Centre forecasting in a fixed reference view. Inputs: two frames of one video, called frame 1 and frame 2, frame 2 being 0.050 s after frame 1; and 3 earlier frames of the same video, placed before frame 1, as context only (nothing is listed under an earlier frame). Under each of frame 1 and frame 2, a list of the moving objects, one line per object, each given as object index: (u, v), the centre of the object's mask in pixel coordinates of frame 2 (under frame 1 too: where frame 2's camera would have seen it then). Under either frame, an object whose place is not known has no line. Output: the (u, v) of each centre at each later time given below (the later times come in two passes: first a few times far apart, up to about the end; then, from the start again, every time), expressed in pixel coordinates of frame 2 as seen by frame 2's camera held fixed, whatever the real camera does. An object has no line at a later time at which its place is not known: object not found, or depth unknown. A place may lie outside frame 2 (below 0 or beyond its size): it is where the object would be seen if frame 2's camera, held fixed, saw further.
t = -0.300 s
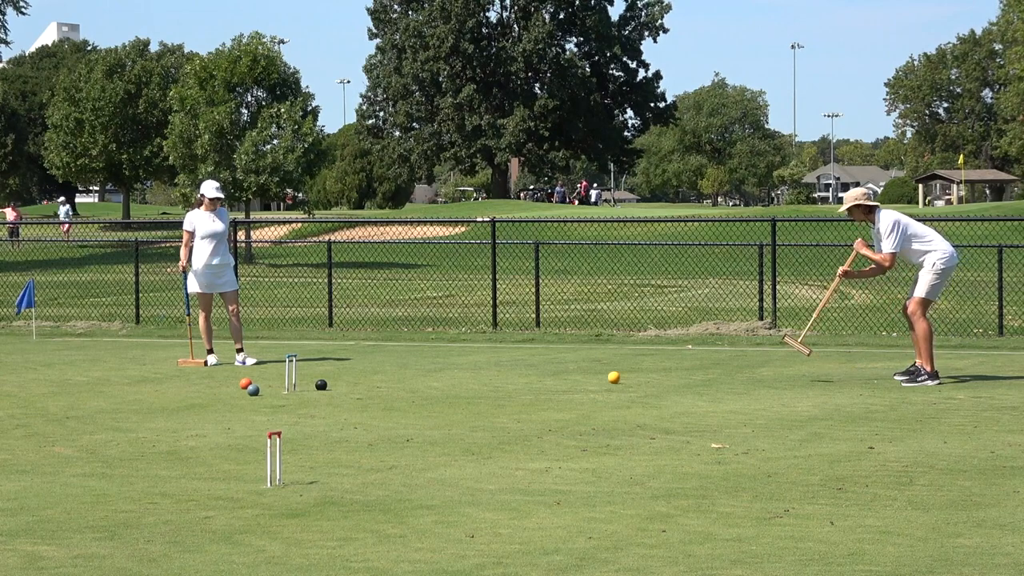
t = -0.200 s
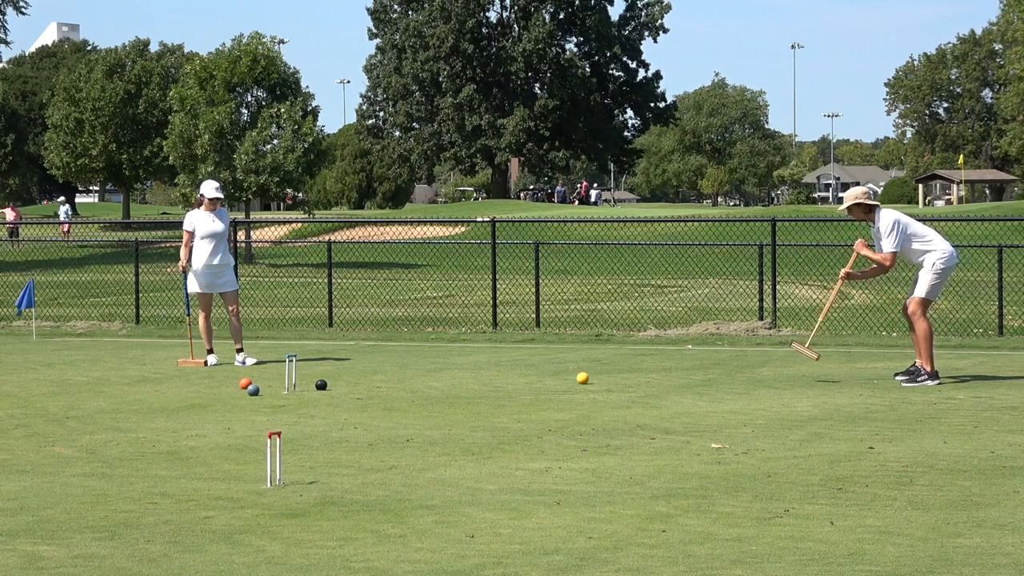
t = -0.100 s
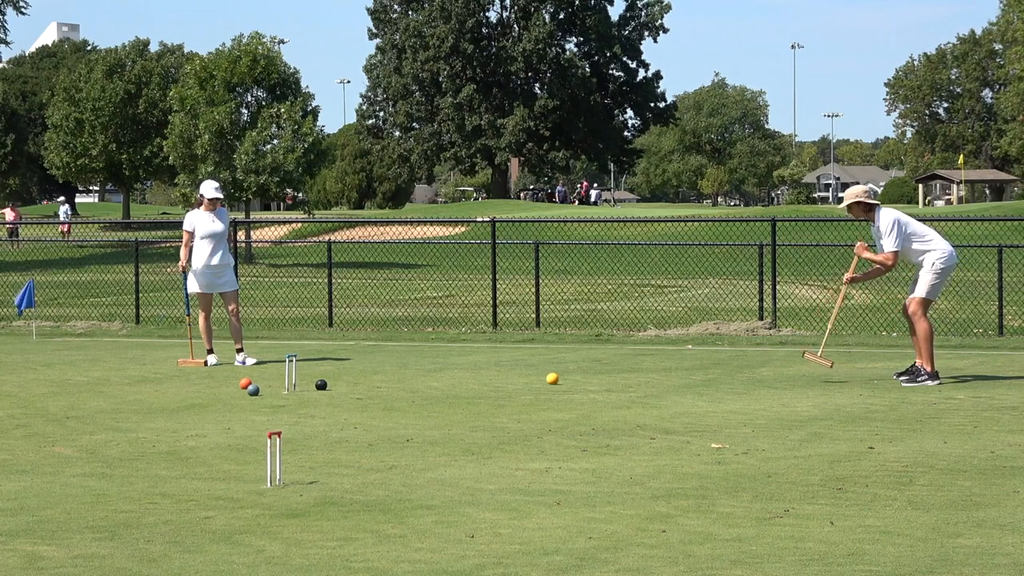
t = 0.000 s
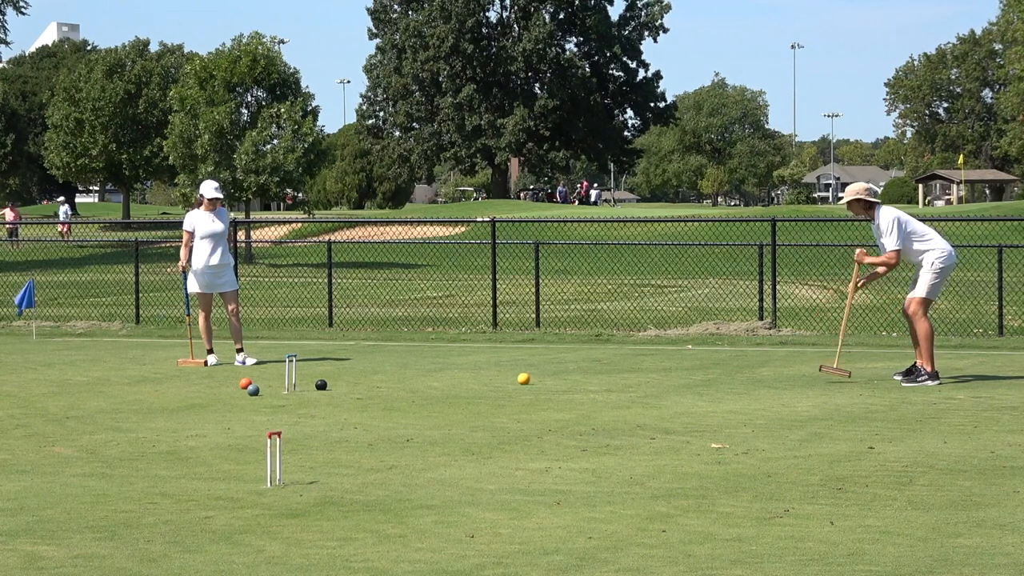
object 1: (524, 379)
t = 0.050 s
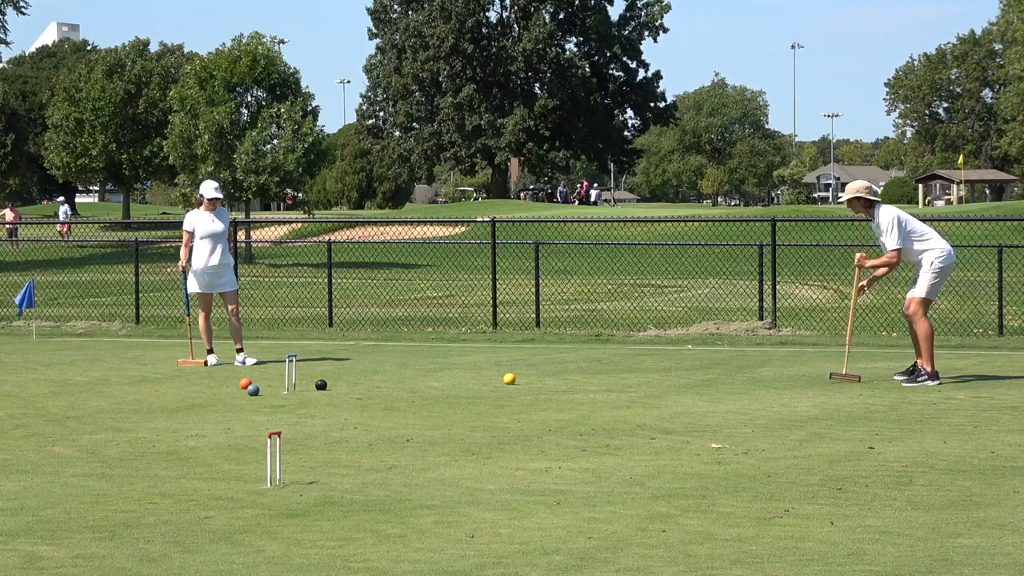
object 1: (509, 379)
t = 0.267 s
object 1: (453, 378)
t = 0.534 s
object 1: (390, 379)
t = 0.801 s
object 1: (335, 380)
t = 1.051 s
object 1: (288, 379)
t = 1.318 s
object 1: (250, 378)
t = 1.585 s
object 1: (213, 381)
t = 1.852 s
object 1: (185, 381)
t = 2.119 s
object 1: (165, 381)
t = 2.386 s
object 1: (152, 381)
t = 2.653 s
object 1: (145, 381)
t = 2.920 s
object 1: (142, 381)
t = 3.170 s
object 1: (142, 381)
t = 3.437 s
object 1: (142, 381)
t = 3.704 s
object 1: (142, 381)
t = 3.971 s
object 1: (142, 381)
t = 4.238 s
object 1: (142, 381)
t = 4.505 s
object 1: (142, 381)
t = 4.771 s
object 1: (142, 381)
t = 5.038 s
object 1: (142, 381)
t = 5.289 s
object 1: (142, 381)
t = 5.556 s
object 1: (142, 381)
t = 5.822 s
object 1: (142, 381)
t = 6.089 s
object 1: (142, 381)
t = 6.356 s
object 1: (142, 381)
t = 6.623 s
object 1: (142, 381)
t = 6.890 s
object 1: (142, 381)
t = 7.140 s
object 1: (142, 381)
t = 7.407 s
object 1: (142, 381)
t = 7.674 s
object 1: (142, 381)
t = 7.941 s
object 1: (142, 381)
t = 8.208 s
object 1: (142, 381)
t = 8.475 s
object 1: (142, 381)
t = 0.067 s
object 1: (505, 379)
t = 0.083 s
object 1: (500, 379)
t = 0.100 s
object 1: (496, 379)
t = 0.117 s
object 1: (491, 379)
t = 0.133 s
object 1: (487, 379)
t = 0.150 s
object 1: (482, 379)
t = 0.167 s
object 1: (478, 378)
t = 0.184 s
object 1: (474, 379)
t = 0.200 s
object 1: (469, 379)
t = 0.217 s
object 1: (465, 379)
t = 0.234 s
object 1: (461, 379)
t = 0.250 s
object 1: (457, 378)
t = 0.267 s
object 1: (453, 378)
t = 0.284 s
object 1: (448, 378)
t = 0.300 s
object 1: (445, 378)
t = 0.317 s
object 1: (440, 379)
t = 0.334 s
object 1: (436, 379)
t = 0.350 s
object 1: (432, 378)
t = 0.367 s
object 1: (428, 379)
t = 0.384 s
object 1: (424, 379)
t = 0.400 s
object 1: (420, 378)
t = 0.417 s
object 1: (416, 379)
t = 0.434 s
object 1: (413, 379)
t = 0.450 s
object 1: (408, 380)
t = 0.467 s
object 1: (405, 380)
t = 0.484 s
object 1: (401, 379)
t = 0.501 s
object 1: (397, 379)
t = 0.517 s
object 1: (393, 379)
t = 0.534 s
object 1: (390, 379)
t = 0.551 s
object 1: (386, 379)
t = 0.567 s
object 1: (383, 380)
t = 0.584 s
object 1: (379, 380)
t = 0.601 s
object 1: (375, 380)
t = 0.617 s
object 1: (372, 380)
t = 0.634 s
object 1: (369, 380)
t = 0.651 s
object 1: (365, 380)
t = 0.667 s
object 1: (361, 380)
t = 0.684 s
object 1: (358, 380)
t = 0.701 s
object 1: (354, 380)
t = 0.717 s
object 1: (351, 380)
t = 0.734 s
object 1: (348, 380)
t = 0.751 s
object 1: (345, 380)
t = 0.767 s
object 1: (341, 380)
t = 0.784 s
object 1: (338, 380)
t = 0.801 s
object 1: (335, 380)
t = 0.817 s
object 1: (331, 380)
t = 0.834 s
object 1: (329, 380)
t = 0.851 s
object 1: (326, 379)
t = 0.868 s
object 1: (323, 378)
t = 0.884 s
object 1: (318, 378)
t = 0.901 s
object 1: (314, 379)
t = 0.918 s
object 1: (312, 380)
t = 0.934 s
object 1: (310, 380)
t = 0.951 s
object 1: (307, 380)
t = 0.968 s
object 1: (304, 380)
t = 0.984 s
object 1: (301, 380)
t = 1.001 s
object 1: (299, 380)
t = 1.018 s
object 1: (295, 380)
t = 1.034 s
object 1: (292, 380)
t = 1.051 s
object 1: (288, 379)
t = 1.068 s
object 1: (287, 380)
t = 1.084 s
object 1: (283, 380)
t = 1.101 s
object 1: (280, 380)
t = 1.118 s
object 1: (279, 380)
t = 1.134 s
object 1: (276, 380)
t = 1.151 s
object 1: (274, 381)
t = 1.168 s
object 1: (271, 381)
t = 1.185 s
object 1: (268, 381)
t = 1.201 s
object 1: (265, 381)
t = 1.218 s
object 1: (263, 381)
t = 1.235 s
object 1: (261, 381)
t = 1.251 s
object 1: (258, 380)
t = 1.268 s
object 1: (256, 380)
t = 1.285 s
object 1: (254, 379)
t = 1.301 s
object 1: (252, 379)
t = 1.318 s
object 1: (250, 378)
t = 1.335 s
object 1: (245, 379)
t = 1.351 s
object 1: (242, 379)
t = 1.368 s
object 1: (240, 380)
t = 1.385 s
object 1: (237, 380)
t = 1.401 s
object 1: (235, 380)
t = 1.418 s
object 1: (234, 380)
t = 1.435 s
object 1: (232, 381)
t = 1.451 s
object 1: (230, 381)
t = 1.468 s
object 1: (228, 381)
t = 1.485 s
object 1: (226, 381)
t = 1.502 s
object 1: (223, 381)
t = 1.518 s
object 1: (222, 381)
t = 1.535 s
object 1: (220, 381)
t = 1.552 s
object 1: (218, 381)
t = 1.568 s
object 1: (215, 381)
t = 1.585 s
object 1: (213, 381)
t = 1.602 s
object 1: (211, 381)
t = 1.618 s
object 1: (210, 381)
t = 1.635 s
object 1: (208, 381)
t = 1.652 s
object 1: (206, 381)
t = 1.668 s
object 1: (204, 381)
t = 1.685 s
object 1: (202, 381)
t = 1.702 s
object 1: (200, 381)
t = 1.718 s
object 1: (199, 381)
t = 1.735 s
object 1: (197, 381)
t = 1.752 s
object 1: (195, 381)
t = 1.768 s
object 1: (193, 381)
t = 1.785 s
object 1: (191, 381)
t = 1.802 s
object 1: (190, 381)
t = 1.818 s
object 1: (188, 381)
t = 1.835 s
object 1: (187, 381)
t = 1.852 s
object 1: (185, 381)
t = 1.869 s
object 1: (183, 381)
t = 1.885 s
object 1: (182, 381)
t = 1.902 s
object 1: (181, 381)
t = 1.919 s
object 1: (179, 381)
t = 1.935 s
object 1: (178, 381)
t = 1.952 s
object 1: (177, 381)
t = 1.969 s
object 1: (176, 381)
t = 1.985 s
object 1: (174, 381)
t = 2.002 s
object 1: (173, 381)
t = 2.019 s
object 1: (172, 381)
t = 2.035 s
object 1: (170, 381)
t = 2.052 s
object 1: (169, 381)
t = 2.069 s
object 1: (168, 381)
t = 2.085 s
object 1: (167, 381)
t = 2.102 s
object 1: (166, 381)
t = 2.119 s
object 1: (165, 381)
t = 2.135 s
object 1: (164, 381)
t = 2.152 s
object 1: (163, 381)
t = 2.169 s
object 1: (162, 381)
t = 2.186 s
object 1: (161, 381)
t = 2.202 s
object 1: (160, 381)
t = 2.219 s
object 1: (159, 380)
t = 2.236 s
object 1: (158, 381)
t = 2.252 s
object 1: (158, 381)
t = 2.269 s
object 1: (157, 381)
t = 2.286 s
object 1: (156, 381)
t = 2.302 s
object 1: (155, 381)
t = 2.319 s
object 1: (155, 381)
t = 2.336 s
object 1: (154, 380)
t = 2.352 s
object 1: (153, 380)
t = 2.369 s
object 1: (153, 380)
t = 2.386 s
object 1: (152, 381)
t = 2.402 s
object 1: (151, 381)
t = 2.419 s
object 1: (151, 381)
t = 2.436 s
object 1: (150, 381)
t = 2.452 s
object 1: (149, 381)
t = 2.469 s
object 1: (149, 381)
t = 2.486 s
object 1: (148, 381)
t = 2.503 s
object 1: (148, 381)
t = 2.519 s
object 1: (147, 381)
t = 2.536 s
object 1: (147, 381)
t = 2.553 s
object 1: (147, 381)
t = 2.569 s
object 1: (146, 381)
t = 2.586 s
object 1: (146, 381)
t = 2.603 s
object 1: (145, 381)
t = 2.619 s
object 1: (145, 381)
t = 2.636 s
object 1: (145, 381)
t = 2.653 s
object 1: (145, 381)
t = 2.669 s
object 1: (144, 381)
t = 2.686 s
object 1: (144, 381)
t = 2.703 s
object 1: (144, 381)
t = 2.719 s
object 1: (143, 381)
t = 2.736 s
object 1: (143, 381)
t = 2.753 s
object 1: (143, 381)
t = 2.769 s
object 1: (143, 381)
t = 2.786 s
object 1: (143, 381)
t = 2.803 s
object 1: (143, 381)
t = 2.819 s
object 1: (142, 381)
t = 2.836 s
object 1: (142, 381)
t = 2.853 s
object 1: (142, 381)
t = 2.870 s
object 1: (142, 381)
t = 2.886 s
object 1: (142, 381)
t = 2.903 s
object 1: (142, 381)
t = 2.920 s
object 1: (142, 381)
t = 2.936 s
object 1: (142, 381)
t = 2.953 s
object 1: (142, 381)
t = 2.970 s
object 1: (142, 381)
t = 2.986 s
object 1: (142, 381)
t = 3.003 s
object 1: (142, 381)
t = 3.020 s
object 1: (142, 381)
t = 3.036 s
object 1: (142, 381)
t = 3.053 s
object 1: (142, 381)
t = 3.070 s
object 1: (142, 381)
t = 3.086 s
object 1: (142, 381)
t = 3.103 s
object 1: (142, 381)
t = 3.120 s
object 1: (142, 381)
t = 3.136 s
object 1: (142, 381)
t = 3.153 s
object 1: (142, 381)
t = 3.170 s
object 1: (142, 381)
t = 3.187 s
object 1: (142, 381)
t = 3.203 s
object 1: (142, 381)
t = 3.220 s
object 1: (142, 381)
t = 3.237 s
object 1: (142, 381)
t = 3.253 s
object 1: (142, 381)
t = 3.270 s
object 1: (142, 381)
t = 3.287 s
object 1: (142, 381)
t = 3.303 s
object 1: (142, 381)
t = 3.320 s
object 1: (142, 381)
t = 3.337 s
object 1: (142, 381)
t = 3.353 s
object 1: (142, 381)
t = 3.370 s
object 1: (142, 381)
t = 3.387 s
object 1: (142, 381)
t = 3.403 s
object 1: (142, 381)
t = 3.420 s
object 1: (142, 381)
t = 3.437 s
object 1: (142, 381)
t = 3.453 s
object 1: (142, 381)
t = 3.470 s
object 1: (142, 381)
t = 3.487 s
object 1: (142, 381)
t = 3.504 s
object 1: (142, 381)
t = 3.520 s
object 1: (142, 381)
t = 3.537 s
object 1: (142, 381)
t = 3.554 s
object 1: (142, 381)
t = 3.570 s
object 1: (142, 381)
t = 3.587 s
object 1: (142, 381)
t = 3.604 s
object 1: (142, 381)
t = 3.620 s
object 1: (142, 381)
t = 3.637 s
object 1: (142, 381)
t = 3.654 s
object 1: (142, 381)
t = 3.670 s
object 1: (142, 381)
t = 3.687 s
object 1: (142, 381)
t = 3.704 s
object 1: (142, 381)
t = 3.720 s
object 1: (142, 381)
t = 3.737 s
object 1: (142, 381)
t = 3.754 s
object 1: (142, 381)
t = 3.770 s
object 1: (142, 381)
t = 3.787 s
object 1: (142, 381)
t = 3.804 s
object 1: (142, 381)
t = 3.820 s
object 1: (142, 381)
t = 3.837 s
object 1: (142, 381)
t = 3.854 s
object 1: (142, 381)
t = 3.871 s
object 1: (142, 381)
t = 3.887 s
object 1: (142, 381)
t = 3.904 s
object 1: (142, 381)
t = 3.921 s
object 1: (142, 381)
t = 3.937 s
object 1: (142, 381)
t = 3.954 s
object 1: (142, 381)
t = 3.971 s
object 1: (142, 381)
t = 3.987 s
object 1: (142, 381)
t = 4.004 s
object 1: (142, 381)
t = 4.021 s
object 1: (142, 381)
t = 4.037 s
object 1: (142, 381)
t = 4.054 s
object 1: (142, 381)
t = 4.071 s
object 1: (142, 381)
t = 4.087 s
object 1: (142, 381)
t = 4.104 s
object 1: (142, 381)
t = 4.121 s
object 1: (142, 381)
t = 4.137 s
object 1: (142, 381)
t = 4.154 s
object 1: (142, 381)
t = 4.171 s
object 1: (142, 381)
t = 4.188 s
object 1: (142, 381)
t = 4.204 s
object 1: (142, 381)
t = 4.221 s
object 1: (142, 381)
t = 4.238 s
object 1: (142, 381)
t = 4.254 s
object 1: (142, 381)
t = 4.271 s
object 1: (142, 381)
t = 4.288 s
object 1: (142, 381)
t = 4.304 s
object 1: (142, 381)
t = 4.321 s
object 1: (142, 381)
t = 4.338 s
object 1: (142, 381)
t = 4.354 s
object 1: (142, 381)
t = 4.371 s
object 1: (142, 381)
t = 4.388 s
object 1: (142, 381)
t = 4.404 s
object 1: (142, 381)
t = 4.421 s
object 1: (142, 381)
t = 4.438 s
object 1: (142, 381)
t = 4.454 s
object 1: (142, 381)
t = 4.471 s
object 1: (142, 381)
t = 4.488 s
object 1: (142, 381)
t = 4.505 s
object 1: (142, 381)
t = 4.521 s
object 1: (142, 381)
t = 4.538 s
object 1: (142, 381)
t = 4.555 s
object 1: (142, 381)
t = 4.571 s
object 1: (142, 381)
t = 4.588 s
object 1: (142, 381)
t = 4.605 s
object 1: (142, 381)
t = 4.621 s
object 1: (142, 381)
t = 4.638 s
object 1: (142, 381)
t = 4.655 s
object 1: (142, 381)
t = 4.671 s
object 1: (142, 381)
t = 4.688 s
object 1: (142, 381)
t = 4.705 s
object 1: (142, 381)
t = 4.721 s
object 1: (142, 381)
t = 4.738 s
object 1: (142, 381)
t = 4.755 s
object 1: (142, 381)
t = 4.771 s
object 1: (142, 381)
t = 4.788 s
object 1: (142, 381)
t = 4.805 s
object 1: (142, 381)
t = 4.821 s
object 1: (142, 381)
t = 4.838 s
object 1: (142, 381)
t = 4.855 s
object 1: (142, 381)
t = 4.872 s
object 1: (142, 381)
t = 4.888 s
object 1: (142, 381)
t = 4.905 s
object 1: (142, 381)
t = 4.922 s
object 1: (142, 381)
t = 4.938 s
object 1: (142, 381)
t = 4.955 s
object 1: (142, 381)
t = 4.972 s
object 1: (142, 381)
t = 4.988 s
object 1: (142, 381)
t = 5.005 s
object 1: (142, 381)
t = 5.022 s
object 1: (142, 381)
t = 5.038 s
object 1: (142, 381)
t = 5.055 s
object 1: (142, 381)
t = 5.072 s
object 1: (142, 381)
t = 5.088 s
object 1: (142, 381)
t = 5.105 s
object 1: (142, 381)
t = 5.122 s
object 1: (142, 381)
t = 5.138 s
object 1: (142, 381)
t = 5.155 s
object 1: (142, 381)
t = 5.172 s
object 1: (142, 381)
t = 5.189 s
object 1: (142, 381)
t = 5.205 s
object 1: (142, 381)
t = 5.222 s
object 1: (142, 381)
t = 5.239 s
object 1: (142, 381)
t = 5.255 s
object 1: (142, 381)
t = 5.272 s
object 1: (142, 381)
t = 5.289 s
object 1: (142, 381)
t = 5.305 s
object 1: (142, 381)
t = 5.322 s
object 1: (142, 381)
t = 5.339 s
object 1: (142, 381)
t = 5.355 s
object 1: (142, 381)
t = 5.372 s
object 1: (142, 381)
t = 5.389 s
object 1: (142, 381)
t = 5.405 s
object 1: (142, 381)
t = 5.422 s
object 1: (142, 381)
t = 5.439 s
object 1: (142, 381)
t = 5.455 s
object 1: (142, 381)
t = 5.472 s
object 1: (142, 381)
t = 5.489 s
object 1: (142, 381)
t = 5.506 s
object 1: (142, 381)
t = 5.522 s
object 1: (142, 381)
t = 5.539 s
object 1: (142, 381)
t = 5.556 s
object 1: (142, 381)
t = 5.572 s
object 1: (142, 381)
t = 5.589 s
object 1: (142, 381)
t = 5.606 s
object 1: (142, 381)
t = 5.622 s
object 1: (142, 381)
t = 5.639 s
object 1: (142, 381)
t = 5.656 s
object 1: (142, 381)
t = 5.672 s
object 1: (142, 381)
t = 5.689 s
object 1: (142, 381)
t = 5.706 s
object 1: (142, 381)
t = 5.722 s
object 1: (142, 381)
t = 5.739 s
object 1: (142, 381)
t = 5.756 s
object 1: (142, 381)
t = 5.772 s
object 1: (142, 381)
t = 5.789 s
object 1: (142, 381)
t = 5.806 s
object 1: (142, 381)
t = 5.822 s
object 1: (142, 381)
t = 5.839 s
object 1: (142, 381)
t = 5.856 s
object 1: (142, 381)
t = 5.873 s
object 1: (142, 381)
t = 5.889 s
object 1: (142, 381)
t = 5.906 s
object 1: (142, 381)
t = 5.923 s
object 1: (142, 381)
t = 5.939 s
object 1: (142, 381)
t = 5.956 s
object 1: (142, 381)
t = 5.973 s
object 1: (142, 381)
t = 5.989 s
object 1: (142, 381)
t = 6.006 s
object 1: (142, 381)
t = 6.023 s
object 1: (142, 381)
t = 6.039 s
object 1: (142, 381)
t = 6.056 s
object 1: (142, 381)
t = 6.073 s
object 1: (142, 381)
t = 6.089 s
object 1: (142, 381)
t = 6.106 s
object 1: (142, 381)
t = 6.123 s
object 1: (142, 381)
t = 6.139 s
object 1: (142, 381)
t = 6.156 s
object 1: (142, 381)
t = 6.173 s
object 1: (142, 381)
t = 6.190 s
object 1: (142, 381)
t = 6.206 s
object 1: (142, 381)
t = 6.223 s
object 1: (142, 381)
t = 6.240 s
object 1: (142, 381)
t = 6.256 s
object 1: (142, 381)
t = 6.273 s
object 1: (142, 381)
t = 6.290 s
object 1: (142, 381)
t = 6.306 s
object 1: (142, 381)
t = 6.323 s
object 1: (142, 381)
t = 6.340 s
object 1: (142, 381)
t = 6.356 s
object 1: (142, 381)
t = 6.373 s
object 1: (142, 381)
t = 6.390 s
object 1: (142, 381)
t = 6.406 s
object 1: (142, 381)
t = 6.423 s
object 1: (142, 381)
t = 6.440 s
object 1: (142, 381)
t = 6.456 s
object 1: (142, 381)
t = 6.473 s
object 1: (142, 381)
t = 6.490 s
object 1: (142, 381)
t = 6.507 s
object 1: (142, 381)
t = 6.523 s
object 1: (142, 381)
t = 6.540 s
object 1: (142, 381)
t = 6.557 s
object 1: (142, 381)
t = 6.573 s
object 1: (142, 381)
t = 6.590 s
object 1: (142, 381)
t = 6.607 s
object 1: (142, 381)
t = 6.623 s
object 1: (142, 381)
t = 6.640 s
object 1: (142, 381)
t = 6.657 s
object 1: (142, 381)
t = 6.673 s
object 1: (142, 381)
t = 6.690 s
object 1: (142, 381)
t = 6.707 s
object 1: (142, 381)
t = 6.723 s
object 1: (142, 381)
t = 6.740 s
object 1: (142, 381)
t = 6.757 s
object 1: (142, 381)
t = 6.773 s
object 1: (142, 381)
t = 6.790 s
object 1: (142, 381)
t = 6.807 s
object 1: (142, 381)
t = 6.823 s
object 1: (142, 381)
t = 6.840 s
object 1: (142, 381)
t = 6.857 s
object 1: (142, 381)
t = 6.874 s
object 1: (142, 381)
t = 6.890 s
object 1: (142, 381)
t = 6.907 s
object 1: (142, 381)
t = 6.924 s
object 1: (142, 381)
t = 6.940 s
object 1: (142, 381)
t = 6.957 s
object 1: (142, 381)
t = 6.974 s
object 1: (142, 381)
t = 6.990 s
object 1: (142, 381)
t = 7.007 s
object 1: (142, 381)
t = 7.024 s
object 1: (142, 381)
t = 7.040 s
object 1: (142, 381)
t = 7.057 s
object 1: (142, 381)
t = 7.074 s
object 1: (142, 381)
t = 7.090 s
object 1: (142, 381)
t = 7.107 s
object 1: (142, 381)
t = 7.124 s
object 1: (142, 381)
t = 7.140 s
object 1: (142, 381)
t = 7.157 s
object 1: (142, 381)
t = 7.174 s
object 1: (142, 381)
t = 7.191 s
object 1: (142, 381)
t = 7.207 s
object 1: (142, 381)
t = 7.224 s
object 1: (142, 381)
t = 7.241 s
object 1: (142, 381)
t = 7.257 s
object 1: (142, 381)
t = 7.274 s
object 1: (142, 381)
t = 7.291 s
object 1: (142, 381)
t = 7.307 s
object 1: (142, 381)
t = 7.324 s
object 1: (142, 381)
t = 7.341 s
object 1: (142, 381)
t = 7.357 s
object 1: (142, 381)
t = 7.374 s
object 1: (142, 381)
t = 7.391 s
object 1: (142, 381)
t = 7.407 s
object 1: (142, 381)
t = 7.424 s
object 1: (142, 381)
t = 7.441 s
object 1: (142, 381)
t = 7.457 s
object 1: (142, 381)
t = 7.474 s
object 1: (142, 381)
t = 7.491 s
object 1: (142, 381)
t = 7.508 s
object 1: (142, 381)
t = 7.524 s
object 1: (142, 381)
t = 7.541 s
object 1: (142, 381)
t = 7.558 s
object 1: (142, 381)
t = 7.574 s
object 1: (142, 381)
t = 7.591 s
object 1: (142, 381)
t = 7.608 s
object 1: (142, 381)
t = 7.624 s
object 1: (142, 381)
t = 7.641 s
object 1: (142, 381)
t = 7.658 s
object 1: (142, 381)
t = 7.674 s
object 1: (142, 381)
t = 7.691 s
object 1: (142, 381)
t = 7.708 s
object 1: (142, 381)
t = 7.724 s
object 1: (142, 381)
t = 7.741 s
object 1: (142, 381)
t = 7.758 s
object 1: (142, 381)
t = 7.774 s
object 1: (142, 381)
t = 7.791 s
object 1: (142, 381)
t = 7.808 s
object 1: (142, 381)
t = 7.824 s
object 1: (142, 381)
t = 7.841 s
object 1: (142, 381)
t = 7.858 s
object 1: (142, 381)
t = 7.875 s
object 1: (142, 381)
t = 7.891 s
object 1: (142, 381)
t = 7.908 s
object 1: (142, 381)
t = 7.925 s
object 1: (142, 381)
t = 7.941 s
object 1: (142, 381)
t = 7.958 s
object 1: (142, 381)
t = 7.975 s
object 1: (142, 381)
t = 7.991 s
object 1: (142, 381)
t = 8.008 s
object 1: (142, 381)
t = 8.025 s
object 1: (142, 381)
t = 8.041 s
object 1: (142, 381)
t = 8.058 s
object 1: (142, 381)
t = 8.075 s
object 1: (142, 381)
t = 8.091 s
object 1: (142, 381)
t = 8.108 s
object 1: (142, 381)
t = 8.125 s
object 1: (142, 381)
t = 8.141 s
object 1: (142, 381)
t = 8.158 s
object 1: (142, 381)
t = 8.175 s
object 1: (142, 381)
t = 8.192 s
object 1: (142, 381)
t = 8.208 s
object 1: (142, 381)
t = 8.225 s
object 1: (142, 381)
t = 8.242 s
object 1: (142, 381)
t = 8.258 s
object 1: (142, 381)
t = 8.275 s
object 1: (142, 381)
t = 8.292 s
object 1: (142, 381)
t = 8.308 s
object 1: (142, 381)
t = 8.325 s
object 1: (142, 381)
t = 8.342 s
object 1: (142, 381)
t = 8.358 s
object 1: (142, 381)
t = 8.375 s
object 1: (142, 381)
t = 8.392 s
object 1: (142, 381)
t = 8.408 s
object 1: (142, 381)
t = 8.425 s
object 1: (142, 381)
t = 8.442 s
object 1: (142, 381)
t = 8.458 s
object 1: (142, 381)
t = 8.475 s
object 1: (142, 381)
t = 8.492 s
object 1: (142, 381)
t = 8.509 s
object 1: (142, 381)
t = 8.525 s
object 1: (142, 381)
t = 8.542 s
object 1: (142, 381)
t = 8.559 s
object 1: (142, 381)
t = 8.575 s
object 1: (142, 381)
